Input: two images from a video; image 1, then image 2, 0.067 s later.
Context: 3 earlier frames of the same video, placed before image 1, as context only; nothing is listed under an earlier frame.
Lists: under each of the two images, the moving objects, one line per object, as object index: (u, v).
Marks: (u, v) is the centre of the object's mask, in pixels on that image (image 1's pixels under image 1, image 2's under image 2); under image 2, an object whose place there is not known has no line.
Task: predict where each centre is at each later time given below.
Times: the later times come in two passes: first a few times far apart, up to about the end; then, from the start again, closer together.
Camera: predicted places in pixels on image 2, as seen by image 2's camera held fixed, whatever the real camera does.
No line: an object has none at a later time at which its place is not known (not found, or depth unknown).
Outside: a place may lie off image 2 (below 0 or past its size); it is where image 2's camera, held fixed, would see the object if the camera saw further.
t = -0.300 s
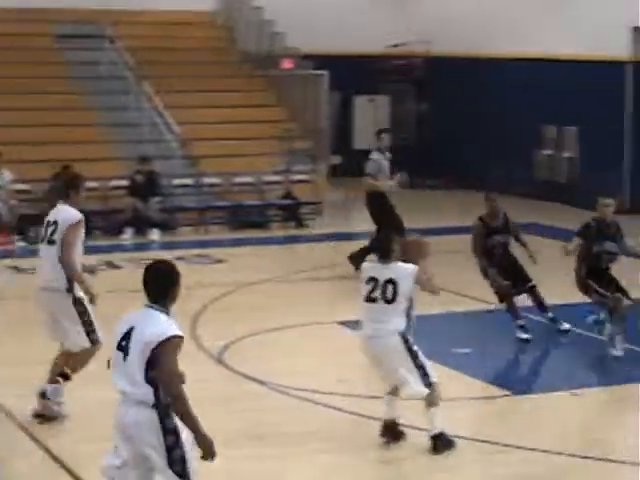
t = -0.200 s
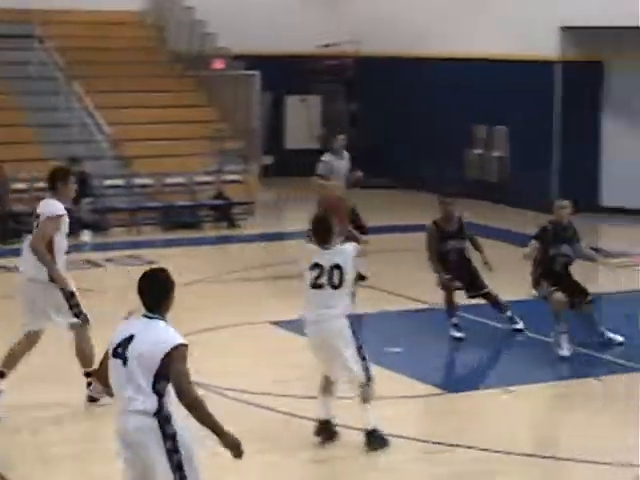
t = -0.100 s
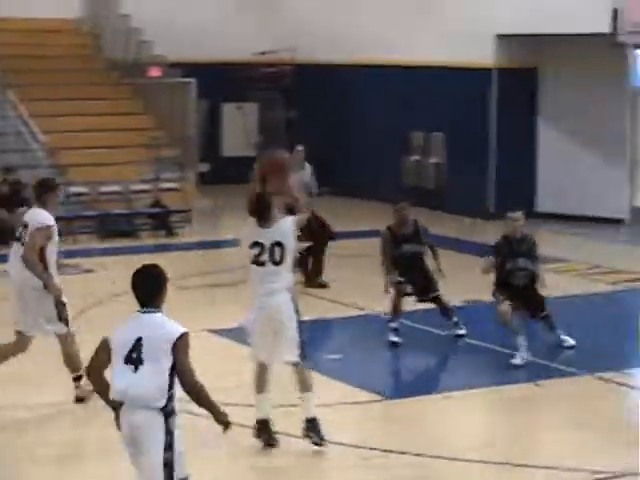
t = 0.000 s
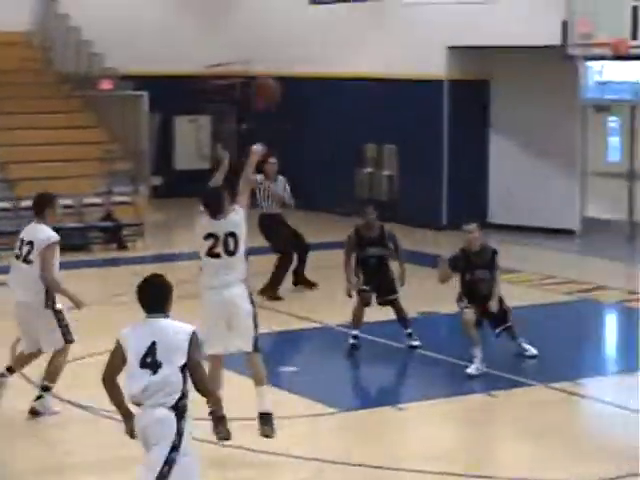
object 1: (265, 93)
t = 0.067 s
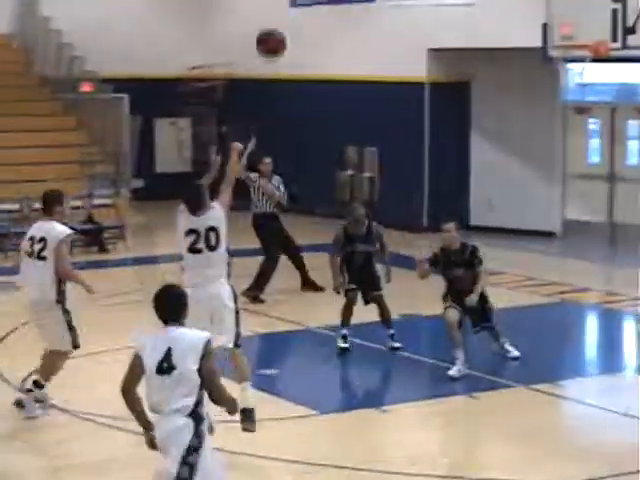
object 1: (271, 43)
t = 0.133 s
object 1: (294, 4)
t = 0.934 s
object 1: (513, -44)
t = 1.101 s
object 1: (545, 18)
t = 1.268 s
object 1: (554, 17)
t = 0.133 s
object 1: (294, 4)
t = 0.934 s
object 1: (513, -44)
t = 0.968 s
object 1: (520, -38)
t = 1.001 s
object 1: (526, -25)
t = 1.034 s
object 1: (532, -11)
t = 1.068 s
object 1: (539, 2)
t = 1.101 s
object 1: (545, 18)
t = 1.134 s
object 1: (551, 33)
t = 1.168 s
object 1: (552, 31)
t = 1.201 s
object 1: (553, 24)
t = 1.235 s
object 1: (554, 20)
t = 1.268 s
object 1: (554, 17)
